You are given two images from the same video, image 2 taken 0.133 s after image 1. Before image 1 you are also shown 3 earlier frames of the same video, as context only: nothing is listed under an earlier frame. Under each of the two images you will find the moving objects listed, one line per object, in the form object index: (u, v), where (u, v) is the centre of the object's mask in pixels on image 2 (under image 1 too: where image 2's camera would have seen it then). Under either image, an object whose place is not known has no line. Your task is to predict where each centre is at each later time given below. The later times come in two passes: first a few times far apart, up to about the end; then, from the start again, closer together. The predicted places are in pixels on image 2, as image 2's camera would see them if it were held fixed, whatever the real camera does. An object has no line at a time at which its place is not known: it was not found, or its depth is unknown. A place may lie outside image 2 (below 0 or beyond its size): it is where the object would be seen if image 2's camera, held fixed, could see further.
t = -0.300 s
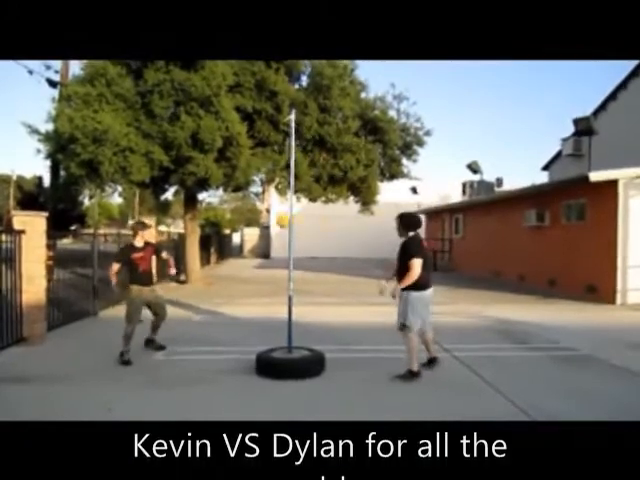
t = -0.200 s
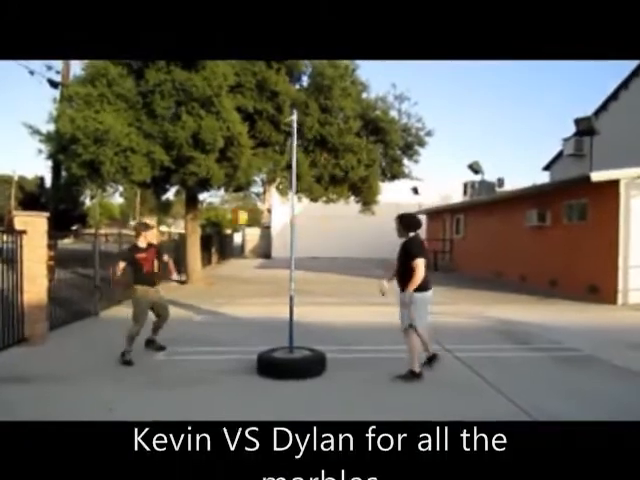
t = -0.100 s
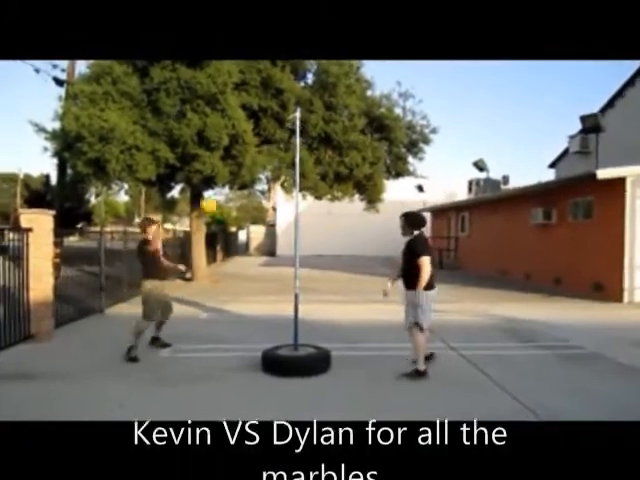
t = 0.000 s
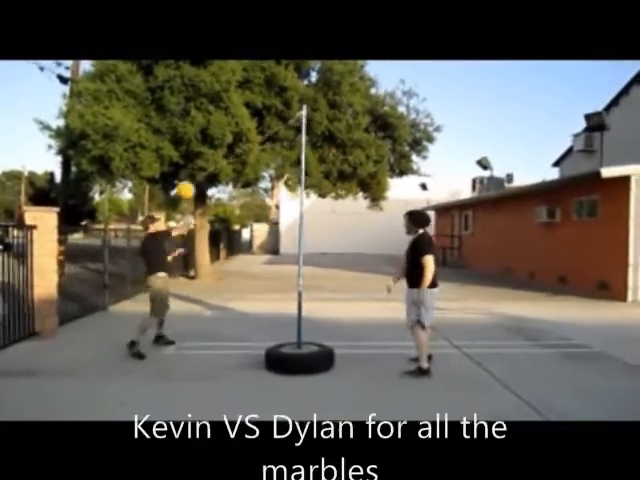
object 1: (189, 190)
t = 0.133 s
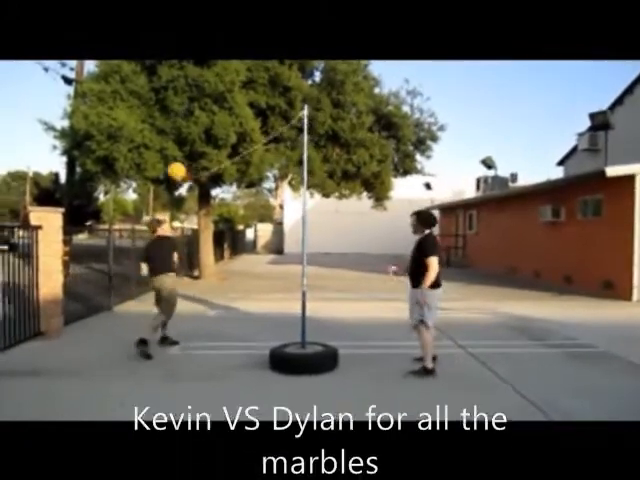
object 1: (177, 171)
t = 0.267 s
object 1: (163, 166)
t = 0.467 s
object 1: (160, 183)
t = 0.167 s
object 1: (177, 171)
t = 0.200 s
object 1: (170, 166)
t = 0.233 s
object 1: (166, 166)
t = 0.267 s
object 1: (163, 166)
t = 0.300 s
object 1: (159, 168)
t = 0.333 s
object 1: (156, 171)
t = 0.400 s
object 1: (153, 177)
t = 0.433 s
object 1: (156, 180)
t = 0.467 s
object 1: (160, 183)
